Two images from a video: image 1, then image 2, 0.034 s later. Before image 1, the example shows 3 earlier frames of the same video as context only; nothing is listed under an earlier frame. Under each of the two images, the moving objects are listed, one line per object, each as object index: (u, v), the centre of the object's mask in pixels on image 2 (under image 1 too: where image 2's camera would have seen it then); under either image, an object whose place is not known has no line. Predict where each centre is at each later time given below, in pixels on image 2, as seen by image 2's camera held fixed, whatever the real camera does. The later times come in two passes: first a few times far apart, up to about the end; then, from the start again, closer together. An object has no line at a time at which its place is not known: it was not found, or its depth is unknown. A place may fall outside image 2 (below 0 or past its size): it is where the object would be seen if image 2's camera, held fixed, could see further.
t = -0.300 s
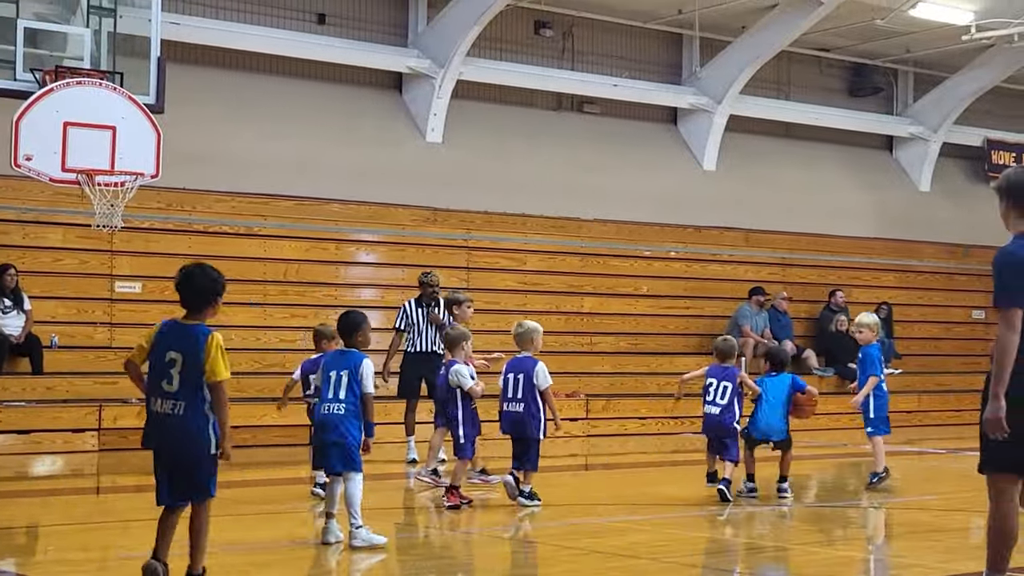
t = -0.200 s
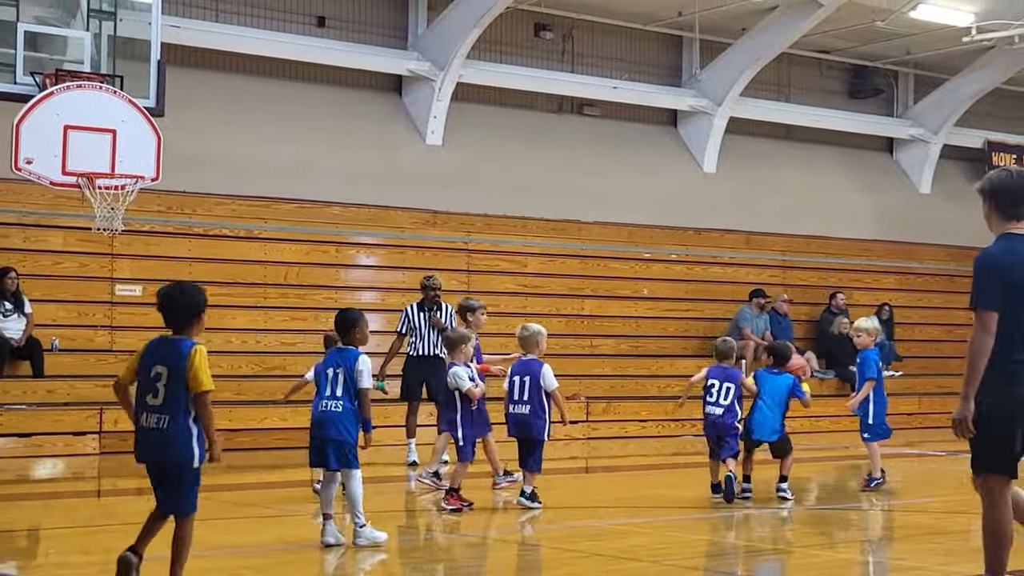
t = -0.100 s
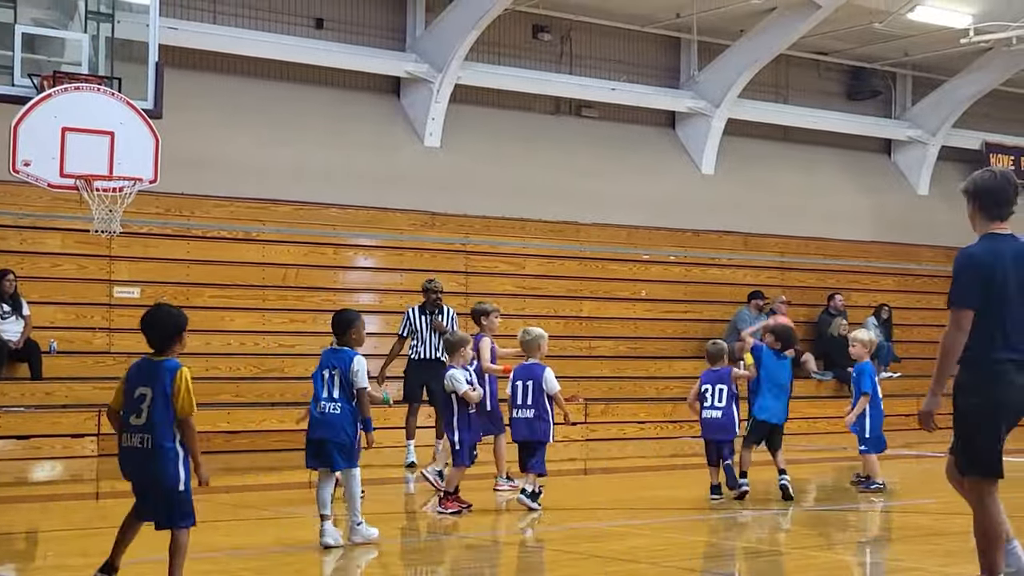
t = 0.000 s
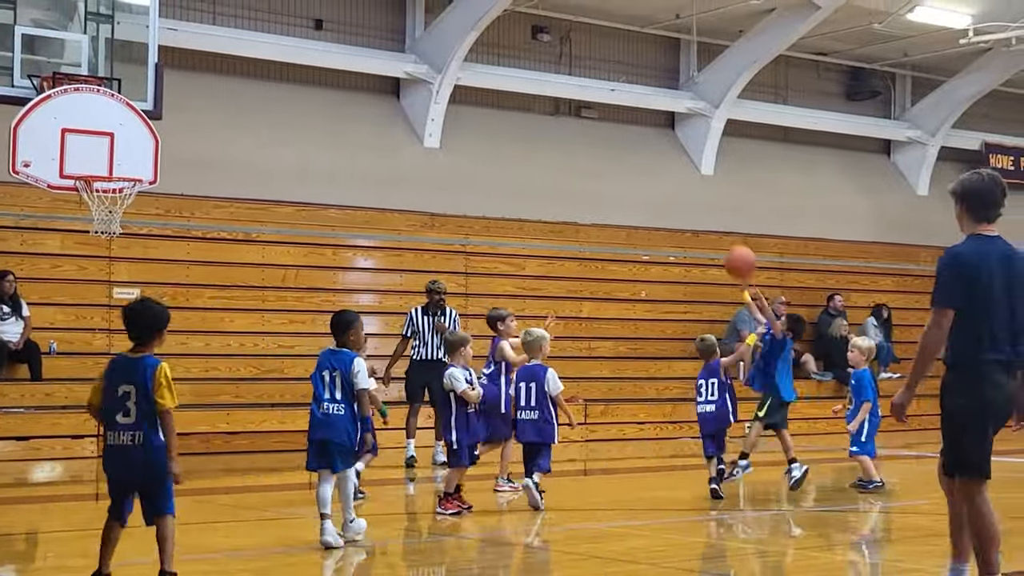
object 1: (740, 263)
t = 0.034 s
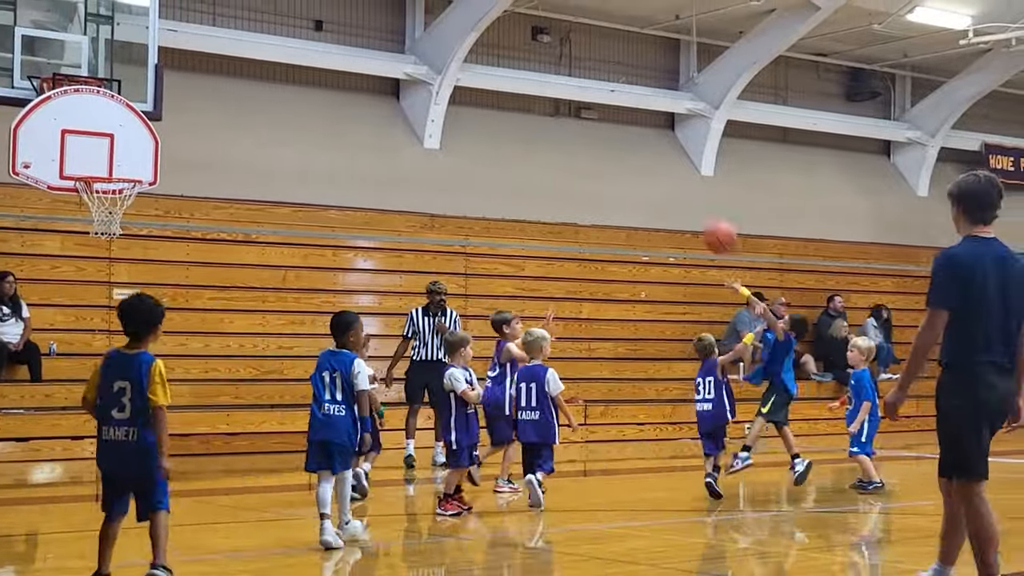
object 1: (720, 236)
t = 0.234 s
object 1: (604, 120)
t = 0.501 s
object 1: (456, 52)
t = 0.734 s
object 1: (331, 70)
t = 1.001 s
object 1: (190, 174)
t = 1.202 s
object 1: (88, 312)
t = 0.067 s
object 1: (700, 214)
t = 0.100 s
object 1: (680, 192)
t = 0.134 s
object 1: (661, 171)
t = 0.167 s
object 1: (642, 153)
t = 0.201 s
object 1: (623, 136)
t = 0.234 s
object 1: (604, 120)
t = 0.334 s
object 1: (547, 84)
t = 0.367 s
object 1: (529, 75)
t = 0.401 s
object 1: (510, 67)
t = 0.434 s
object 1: (492, 60)
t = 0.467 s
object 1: (475, 56)
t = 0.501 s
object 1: (456, 52)
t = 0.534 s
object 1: (437, 50)
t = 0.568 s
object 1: (420, 49)
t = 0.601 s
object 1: (402, 50)
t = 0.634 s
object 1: (384, 52)
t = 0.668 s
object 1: (366, 57)
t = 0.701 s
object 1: (348, 62)
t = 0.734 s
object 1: (331, 70)
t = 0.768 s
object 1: (313, 78)
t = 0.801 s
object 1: (295, 87)
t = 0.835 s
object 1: (279, 98)
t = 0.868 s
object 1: (260, 111)
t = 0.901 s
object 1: (242, 125)
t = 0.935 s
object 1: (225, 140)
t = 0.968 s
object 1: (207, 156)
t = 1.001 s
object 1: (190, 174)
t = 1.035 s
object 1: (173, 194)
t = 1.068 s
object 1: (156, 217)
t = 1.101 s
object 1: (139, 236)
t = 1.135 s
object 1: (121, 260)
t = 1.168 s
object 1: (104, 285)
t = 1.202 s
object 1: (88, 312)
